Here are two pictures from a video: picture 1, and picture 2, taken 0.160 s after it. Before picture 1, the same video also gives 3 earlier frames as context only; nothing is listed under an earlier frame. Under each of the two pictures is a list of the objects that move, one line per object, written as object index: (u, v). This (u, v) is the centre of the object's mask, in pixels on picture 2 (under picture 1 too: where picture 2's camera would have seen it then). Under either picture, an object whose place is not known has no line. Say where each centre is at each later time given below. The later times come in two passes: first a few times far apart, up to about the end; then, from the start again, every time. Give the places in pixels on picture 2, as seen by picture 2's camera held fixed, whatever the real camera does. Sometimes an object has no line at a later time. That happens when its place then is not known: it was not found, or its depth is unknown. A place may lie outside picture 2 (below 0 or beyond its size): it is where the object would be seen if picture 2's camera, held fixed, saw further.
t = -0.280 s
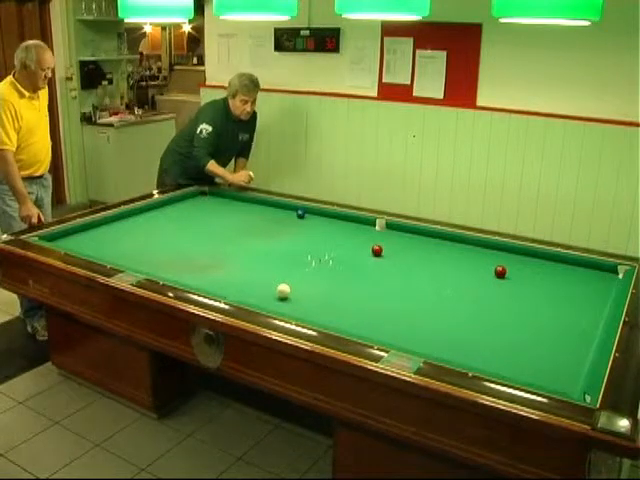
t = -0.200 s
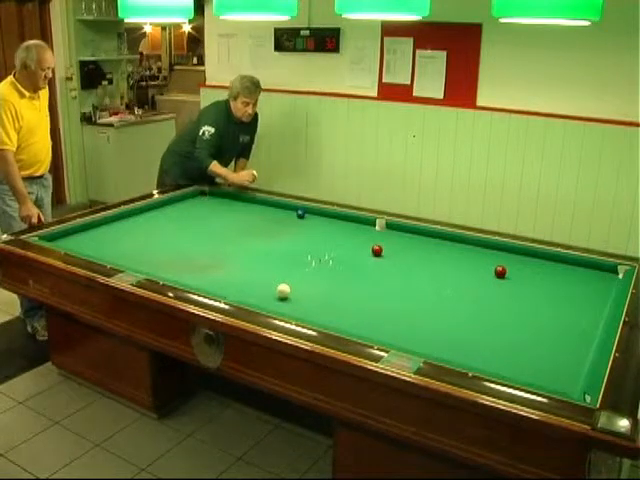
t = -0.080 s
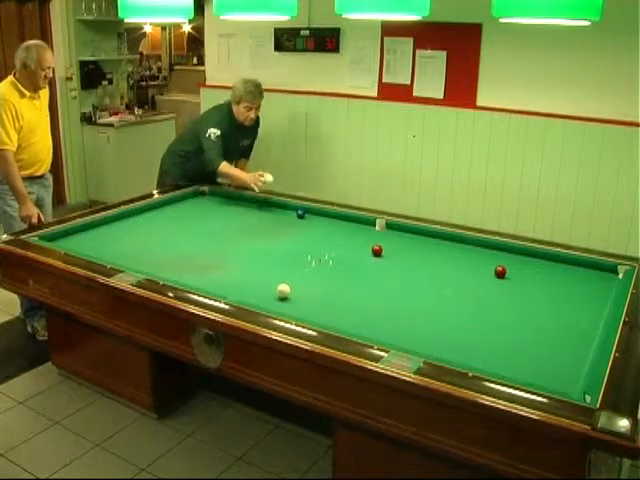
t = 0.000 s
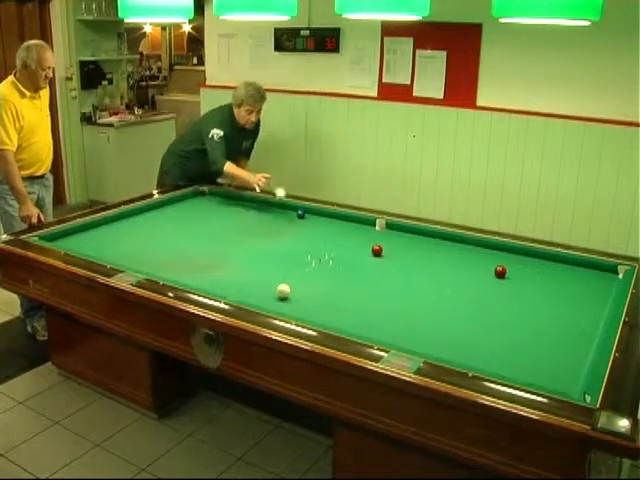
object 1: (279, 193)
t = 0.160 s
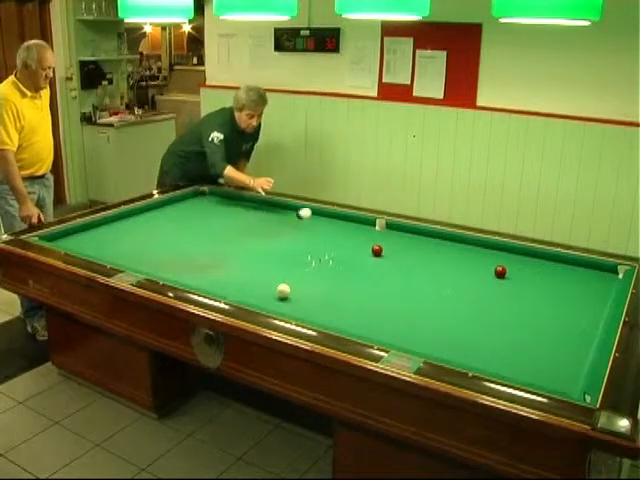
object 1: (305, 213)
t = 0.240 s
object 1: (318, 215)
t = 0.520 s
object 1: (369, 251)
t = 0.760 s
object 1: (416, 290)
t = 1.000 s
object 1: (469, 321)
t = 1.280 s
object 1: (544, 366)
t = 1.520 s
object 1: (535, 378)
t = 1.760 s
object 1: (491, 363)
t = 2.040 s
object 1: (450, 345)
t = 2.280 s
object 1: (419, 330)
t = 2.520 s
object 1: (391, 316)
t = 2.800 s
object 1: (361, 301)
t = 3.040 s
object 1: (339, 290)
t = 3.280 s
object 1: (319, 279)
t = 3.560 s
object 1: (297, 268)
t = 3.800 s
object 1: (281, 260)
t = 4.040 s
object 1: (266, 252)
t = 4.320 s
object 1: (251, 243)
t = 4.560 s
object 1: (238, 237)
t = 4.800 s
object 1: (227, 231)
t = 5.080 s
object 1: (215, 225)
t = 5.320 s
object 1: (205, 219)
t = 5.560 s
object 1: (197, 215)
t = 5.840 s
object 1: (187, 210)
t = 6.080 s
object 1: (180, 206)
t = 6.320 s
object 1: (173, 202)
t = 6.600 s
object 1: (182, 201)
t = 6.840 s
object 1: (191, 201)
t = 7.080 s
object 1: (201, 201)
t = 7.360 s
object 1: (212, 201)
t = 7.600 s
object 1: (221, 201)
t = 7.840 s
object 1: (229, 201)
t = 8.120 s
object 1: (237, 201)
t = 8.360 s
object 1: (244, 201)
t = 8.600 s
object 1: (251, 201)
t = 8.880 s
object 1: (256, 202)
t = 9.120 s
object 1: (258, 203)
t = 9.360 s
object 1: (260, 203)
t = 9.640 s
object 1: (262, 204)
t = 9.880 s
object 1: (263, 205)
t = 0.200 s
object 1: (312, 212)
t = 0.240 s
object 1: (318, 215)
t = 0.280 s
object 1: (325, 219)
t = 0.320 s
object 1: (332, 228)
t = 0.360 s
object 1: (339, 241)
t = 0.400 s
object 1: (346, 247)
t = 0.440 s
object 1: (353, 245)
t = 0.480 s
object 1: (361, 246)
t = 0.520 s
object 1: (369, 251)
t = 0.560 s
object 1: (376, 259)
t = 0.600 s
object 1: (385, 272)
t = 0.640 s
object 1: (392, 274)
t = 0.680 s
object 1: (399, 275)
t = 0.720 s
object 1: (408, 281)
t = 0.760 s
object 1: (416, 290)
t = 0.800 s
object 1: (424, 294)
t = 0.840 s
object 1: (432, 299)
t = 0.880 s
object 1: (440, 305)
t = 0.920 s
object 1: (449, 309)
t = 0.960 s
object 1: (458, 315)
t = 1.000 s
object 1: (469, 321)
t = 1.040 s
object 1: (478, 327)
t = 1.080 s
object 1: (488, 334)
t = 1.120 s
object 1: (499, 339)
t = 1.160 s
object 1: (509, 346)
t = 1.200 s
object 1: (520, 352)
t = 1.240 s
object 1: (532, 359)
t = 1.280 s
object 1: (544, 366)
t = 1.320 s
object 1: (557, 374)
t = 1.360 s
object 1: (570, 380)
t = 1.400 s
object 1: (571, 384)
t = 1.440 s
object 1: (558, 381)
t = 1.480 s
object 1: (545, 379)
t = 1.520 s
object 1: (535, 378)
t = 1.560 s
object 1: (525, 377)
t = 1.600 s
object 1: (518, 375)
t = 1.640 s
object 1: (510, 372)
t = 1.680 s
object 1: (503, 369)
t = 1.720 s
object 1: (498, 366)
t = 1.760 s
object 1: (491, 363)
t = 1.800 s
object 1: (485, 361)
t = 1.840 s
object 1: (479, 359)
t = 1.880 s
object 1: (472, 357)
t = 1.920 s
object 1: (467, 354)
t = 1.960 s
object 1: (461, 351)
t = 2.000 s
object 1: (455, 348)
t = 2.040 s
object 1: (450, 345)
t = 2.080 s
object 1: (444, 343)
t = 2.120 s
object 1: (439, 340)
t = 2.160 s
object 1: (434, 338)
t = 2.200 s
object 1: (429, 335)
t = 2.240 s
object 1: (424, 333)
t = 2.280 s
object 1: (419, 330)
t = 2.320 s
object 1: (414, 328)
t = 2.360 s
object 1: (409, 325)
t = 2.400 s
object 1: (405, 323)
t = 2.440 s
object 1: (400, 321)
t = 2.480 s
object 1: (395, 318)
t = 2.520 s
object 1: (391, 316)
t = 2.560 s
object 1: (386, 313)
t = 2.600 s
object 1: (382, 311)
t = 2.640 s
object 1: (377, 309)
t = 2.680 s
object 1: (373, 307)
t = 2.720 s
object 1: (369, 305)
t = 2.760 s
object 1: (365, 303)
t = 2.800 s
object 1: (361, 301)
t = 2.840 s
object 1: (358, 299)
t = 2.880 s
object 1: (354, 297)
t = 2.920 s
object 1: (350, 295)
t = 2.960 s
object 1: (346, 293)
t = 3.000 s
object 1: (343, 291)
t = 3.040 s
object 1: (339, 290)
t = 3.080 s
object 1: (335, 288)
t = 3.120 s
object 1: (332, 286)
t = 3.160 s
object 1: (328, 285)
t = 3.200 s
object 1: (325, 283)
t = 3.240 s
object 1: (322, 281)
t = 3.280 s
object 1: (319, 279)
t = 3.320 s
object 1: (315, 278)
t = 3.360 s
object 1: (312, 276)
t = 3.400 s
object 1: (310, 274)
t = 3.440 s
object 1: (306, 273)
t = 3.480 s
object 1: (303, 271)
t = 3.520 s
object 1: (301, 270)
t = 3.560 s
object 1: (297, 268)
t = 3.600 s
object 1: (295, 267)
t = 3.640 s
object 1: (293, 265)
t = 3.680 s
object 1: (289, 264)
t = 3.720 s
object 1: (286, 262)
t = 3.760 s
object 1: (284, 261)
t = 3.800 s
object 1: (281, 260)
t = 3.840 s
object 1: (279, 259)
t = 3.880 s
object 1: (276, 257)
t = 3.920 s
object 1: (273, 256)
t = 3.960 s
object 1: (271, 254)
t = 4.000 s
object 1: (268, 253)
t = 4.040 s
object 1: (266, 252)
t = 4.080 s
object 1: (264, 250)
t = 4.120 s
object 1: (262, 249)
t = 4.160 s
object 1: (259, 248)
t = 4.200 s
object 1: (257, 247)
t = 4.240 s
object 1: (255, 246)
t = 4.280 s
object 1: (253, 244)
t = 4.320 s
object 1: (251, 243)
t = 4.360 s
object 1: (249, 243)
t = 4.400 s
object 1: (247, 241)
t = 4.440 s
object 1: (245, 240)
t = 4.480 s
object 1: (242, 239)
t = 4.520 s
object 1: (240, 238)
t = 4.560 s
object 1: (238, 237)
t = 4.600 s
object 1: (236, 236)
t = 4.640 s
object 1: (234, 235)
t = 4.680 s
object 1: (232, 234)
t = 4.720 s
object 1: (231, 233)
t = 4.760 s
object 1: (229, 232)
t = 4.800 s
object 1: (227, 231)
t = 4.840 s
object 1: (225, 230)
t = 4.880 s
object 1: (223, 229)
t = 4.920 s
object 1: (222, 228)
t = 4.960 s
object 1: (220, 228)
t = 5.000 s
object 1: (218, 226)
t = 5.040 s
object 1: (216, 226)
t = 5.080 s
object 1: (215, 225)
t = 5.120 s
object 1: (213, 224)
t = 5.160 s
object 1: (212, 223)
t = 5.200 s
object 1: (210, 222)
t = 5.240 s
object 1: (208, 221)
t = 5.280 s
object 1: (207, 220)
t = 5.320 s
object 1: (205, 219)
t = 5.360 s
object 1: (204, 219)
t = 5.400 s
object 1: (202, 218)
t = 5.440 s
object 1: (201, 217)
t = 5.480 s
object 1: (199, 216)
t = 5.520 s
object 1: (198, 215)
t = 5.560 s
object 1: (197, 215)
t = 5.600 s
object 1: (196, 214)
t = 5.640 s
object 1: (194, 213)
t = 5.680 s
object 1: (192, 212)
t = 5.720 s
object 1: (191, 212)
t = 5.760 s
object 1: (190, 211)
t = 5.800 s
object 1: (189, 211)
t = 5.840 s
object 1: (187, 210)
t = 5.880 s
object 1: (186, 209)
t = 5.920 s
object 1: (185, 209)
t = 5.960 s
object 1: (183, 207)
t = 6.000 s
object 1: (182, 207)
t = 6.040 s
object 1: (181, 206)
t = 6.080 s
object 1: (180, 206)
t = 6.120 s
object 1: (178, 205)
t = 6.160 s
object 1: (177, 204)
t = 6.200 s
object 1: (176, 203)
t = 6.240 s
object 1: (175, 203)
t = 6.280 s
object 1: (174, 202)
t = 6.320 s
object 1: (173, 202)
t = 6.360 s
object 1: (172, 202)
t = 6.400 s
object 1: (174, 201)
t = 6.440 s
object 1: (175, 201)
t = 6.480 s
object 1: (177, 201)
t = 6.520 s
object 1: (179, 201)
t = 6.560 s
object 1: (180, 201)
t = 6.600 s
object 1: (182, 201)
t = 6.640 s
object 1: (184, 201)
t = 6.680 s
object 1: (185, 202)
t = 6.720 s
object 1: (187, 202)
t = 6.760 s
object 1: (189, 201)
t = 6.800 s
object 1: (191, 201)
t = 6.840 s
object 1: (191, 201)
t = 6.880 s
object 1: (193, 201)
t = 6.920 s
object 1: (195, 201)
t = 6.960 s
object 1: (196, 201)
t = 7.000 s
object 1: (198, 201)
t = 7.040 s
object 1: (200, 202)
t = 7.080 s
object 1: (201, 201)
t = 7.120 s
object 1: (203, 201)
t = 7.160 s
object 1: (205, 201)
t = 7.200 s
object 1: (206, 201)
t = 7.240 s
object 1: (207, 201)
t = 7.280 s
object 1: (209, 201)
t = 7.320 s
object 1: (211, 201)
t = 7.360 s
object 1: (212, 201)
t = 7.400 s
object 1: (213, 201)
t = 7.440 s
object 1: (215, 201)
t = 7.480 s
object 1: (216, 202)
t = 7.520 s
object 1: (218, 202)
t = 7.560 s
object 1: (219, 202)
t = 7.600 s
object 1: (221, 201)
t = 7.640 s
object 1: (222, 201)
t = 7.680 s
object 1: (224, 201)
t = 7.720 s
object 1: (225, 202)
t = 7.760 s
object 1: (226, 201)
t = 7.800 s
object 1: (227, 202)
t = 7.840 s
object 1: (229, 201)
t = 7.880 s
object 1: (230, 201)
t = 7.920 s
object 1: (231, 202)
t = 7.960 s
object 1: (233, 202)
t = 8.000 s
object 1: (234, 202)
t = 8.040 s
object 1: (235, 202)
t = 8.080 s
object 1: (236, 201)
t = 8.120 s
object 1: (237, 201)
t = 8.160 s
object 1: (239, 201)
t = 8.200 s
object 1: (240, 201)
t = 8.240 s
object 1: (241, 201)
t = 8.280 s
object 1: (242, 202)
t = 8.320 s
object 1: (243, 201)
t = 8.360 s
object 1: (244, 201)
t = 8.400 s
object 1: (246, 201)
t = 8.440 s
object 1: (247, 201)
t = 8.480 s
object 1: (248, 201)
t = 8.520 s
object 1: (249, 201)
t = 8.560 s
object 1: (250, 202)
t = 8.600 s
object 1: (251, 201)
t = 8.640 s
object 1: (252, 201)
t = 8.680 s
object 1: (253, 201)
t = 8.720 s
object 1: (254, 201)
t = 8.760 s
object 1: (255, 201)
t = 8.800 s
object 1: (256, 201)
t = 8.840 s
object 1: (256, 202)
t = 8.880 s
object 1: (256, 202)
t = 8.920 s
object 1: (257, 202)
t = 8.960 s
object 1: (257, 202)
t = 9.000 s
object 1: (257, 202)
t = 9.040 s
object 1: (258, 203)
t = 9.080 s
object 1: (258, 203)
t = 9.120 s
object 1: (258, 203)
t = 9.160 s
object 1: (258, 203)
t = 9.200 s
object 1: (259, 203)
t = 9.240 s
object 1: (259, 203)
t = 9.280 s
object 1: (259, 203)
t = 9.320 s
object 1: (260, 203)
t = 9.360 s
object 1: (260, 203)
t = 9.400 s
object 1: (260, 203)
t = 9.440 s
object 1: (260, 203)
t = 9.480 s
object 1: (261, 204)
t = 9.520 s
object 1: (261, 204)
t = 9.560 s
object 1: (261, 204)
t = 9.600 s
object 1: (261, 204)
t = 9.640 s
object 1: (262, 204)
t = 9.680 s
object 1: (262, 204)
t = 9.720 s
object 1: (262, 204)
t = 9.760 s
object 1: (262, 204)
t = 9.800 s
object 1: (263, 205)
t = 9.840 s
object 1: (263, 205)
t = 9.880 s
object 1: (263, 205)
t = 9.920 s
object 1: (263, 205)
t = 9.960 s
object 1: (263, 205)
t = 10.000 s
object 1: (263, 205)
